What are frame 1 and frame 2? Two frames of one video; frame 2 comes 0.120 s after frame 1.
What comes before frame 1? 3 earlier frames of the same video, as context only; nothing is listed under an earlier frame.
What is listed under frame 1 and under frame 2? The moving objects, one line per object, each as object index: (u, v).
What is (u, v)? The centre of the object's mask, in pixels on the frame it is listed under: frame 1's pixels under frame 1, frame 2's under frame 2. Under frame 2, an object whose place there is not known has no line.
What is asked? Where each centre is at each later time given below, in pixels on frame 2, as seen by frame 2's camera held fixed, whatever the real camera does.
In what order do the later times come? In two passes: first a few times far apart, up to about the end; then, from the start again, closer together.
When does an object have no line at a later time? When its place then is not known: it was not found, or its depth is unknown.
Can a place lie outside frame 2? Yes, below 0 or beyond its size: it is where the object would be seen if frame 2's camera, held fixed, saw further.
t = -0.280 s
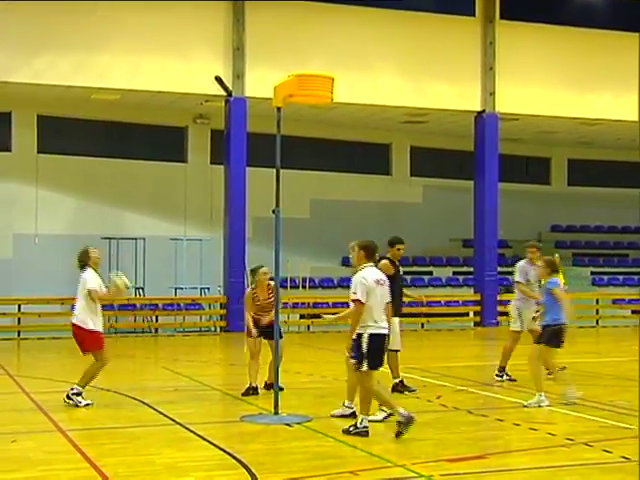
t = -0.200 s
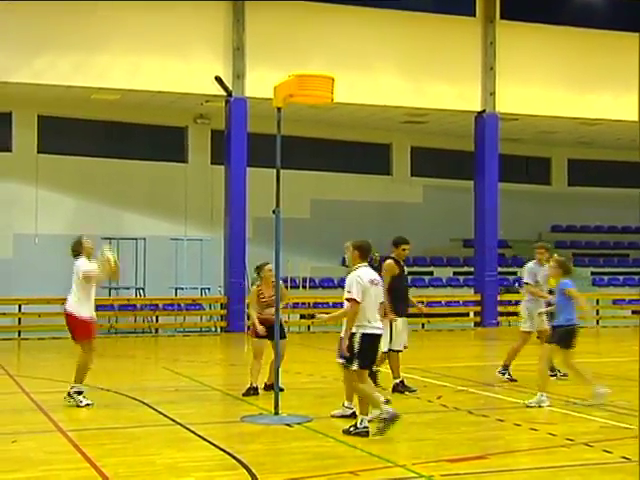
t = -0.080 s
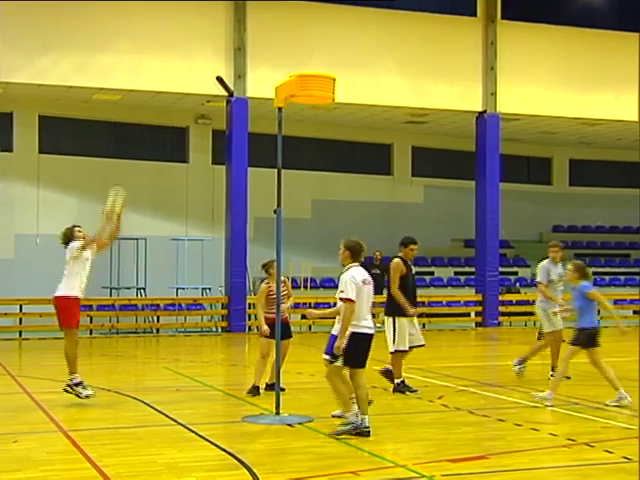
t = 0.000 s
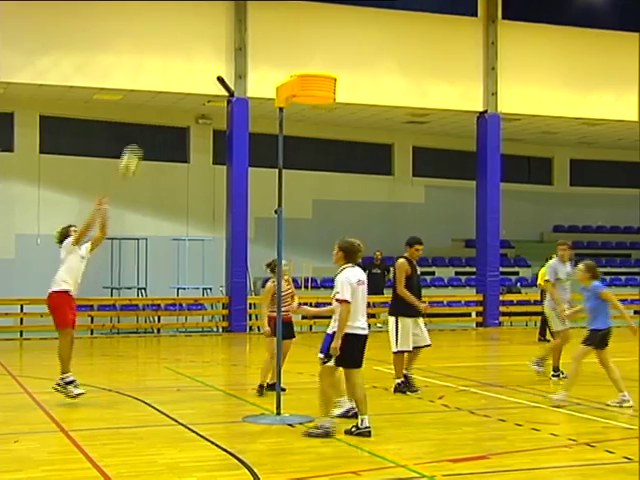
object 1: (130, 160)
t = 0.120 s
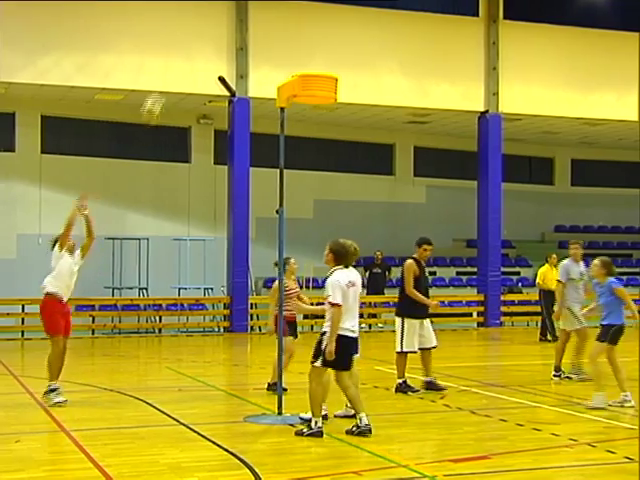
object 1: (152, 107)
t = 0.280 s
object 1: (182, 56)
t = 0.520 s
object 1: (227, 22)
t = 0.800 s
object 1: (280, 49)
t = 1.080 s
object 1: (303, 31)
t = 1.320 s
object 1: (311, 38)
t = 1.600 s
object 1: (322, 117)
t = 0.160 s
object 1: (158, 95)
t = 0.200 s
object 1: (166, 81)
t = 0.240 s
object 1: (174, 67)
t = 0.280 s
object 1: (182, 56)
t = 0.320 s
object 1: (190, 47)
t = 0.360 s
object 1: (197, 39)
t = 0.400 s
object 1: (205, 33)
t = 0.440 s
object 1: (212, 28)
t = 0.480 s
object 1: (220, 24)
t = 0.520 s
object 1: (227, 22)
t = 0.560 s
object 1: (235, 21)
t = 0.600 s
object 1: (243, 22)
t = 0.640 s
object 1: (250, 25)
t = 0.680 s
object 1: (258, 28)
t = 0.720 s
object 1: (265, 34)
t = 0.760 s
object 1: (274, 41)
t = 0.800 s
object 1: (280, 49)
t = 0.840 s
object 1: (288, 59)
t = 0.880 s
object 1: (295, 64)
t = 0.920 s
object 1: (297, 55)
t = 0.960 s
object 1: (298, 46)
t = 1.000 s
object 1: (300, 40)
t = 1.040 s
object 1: (301, 35)
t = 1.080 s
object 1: (303, 31)
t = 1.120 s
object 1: (304, 29)
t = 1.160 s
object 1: (305, 28)
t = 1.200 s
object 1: (307, 28)
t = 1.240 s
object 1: (308, 30)
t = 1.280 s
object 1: (309, 33)
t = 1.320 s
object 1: (311, 38)
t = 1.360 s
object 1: (312, 44)
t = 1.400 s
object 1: (313, 53)
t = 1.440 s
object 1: (315, 61)
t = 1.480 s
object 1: (315, 67)
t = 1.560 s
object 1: (320, 105)
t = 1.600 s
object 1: (322, 117)
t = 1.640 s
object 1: (323, 133)
